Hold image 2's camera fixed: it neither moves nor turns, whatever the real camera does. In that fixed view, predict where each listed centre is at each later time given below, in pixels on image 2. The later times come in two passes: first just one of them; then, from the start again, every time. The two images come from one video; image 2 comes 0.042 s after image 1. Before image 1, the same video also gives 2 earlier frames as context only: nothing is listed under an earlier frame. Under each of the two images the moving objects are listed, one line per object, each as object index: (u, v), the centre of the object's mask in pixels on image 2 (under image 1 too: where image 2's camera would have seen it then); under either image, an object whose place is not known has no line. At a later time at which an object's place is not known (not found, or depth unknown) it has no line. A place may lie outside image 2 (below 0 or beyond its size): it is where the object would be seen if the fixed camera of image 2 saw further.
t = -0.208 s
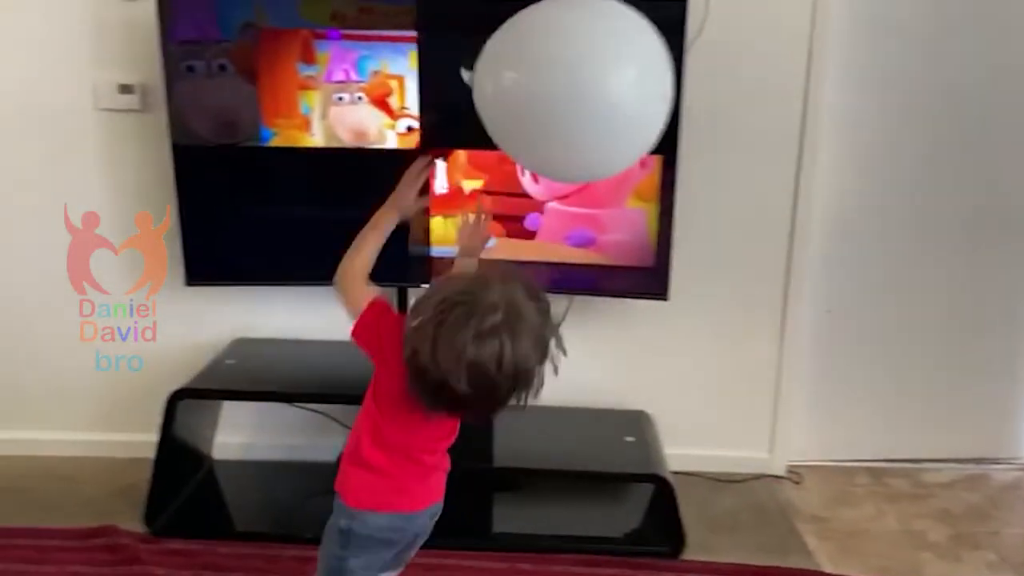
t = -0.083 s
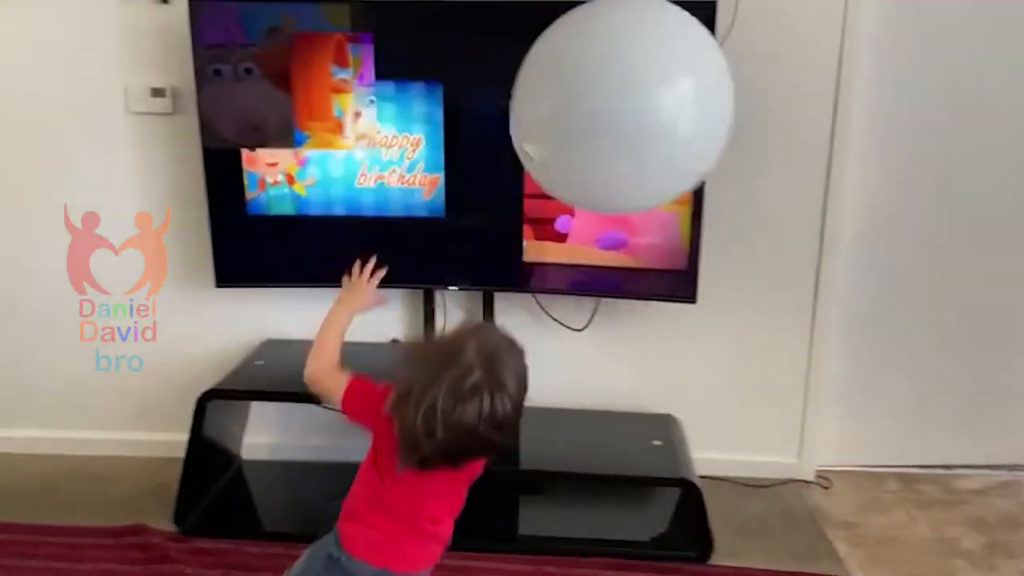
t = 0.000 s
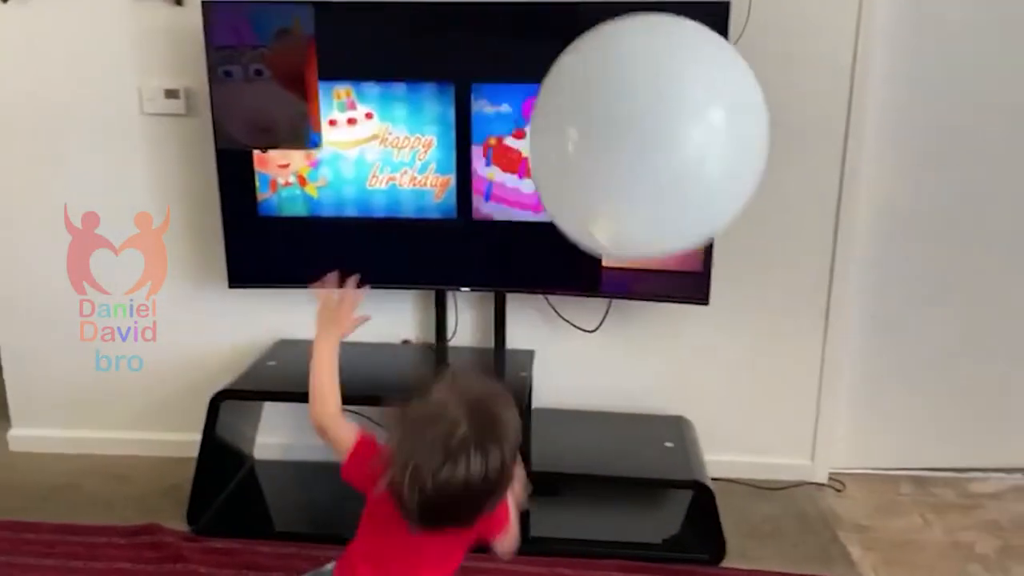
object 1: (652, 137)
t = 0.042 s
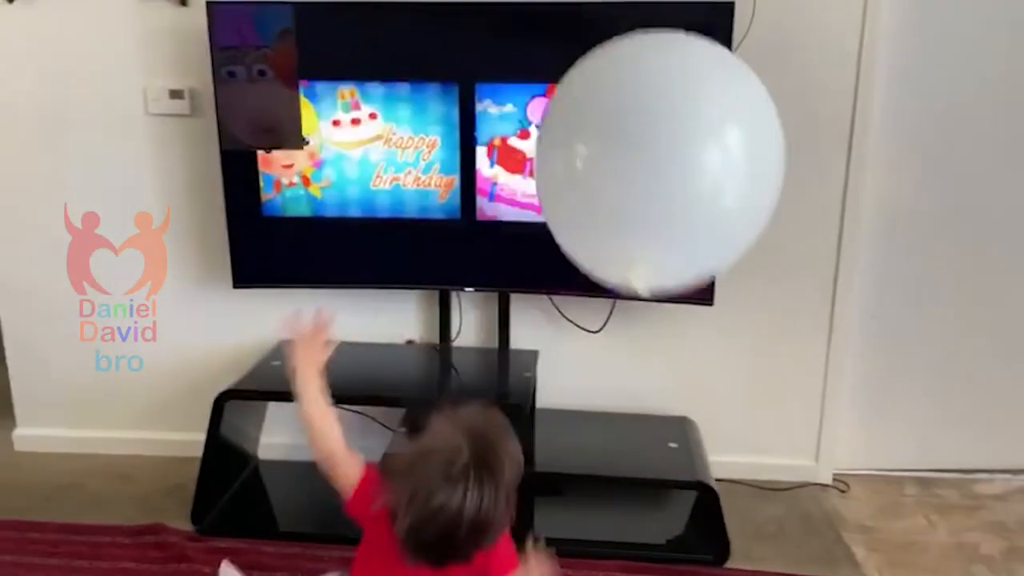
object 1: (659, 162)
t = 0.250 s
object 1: (701, 364)
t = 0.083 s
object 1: (667, 190)
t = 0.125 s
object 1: (677, 226)
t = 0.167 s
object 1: (687, 268)
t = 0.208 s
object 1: (695, 313)
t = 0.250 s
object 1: (701, 364)
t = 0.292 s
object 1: (707, 419)
